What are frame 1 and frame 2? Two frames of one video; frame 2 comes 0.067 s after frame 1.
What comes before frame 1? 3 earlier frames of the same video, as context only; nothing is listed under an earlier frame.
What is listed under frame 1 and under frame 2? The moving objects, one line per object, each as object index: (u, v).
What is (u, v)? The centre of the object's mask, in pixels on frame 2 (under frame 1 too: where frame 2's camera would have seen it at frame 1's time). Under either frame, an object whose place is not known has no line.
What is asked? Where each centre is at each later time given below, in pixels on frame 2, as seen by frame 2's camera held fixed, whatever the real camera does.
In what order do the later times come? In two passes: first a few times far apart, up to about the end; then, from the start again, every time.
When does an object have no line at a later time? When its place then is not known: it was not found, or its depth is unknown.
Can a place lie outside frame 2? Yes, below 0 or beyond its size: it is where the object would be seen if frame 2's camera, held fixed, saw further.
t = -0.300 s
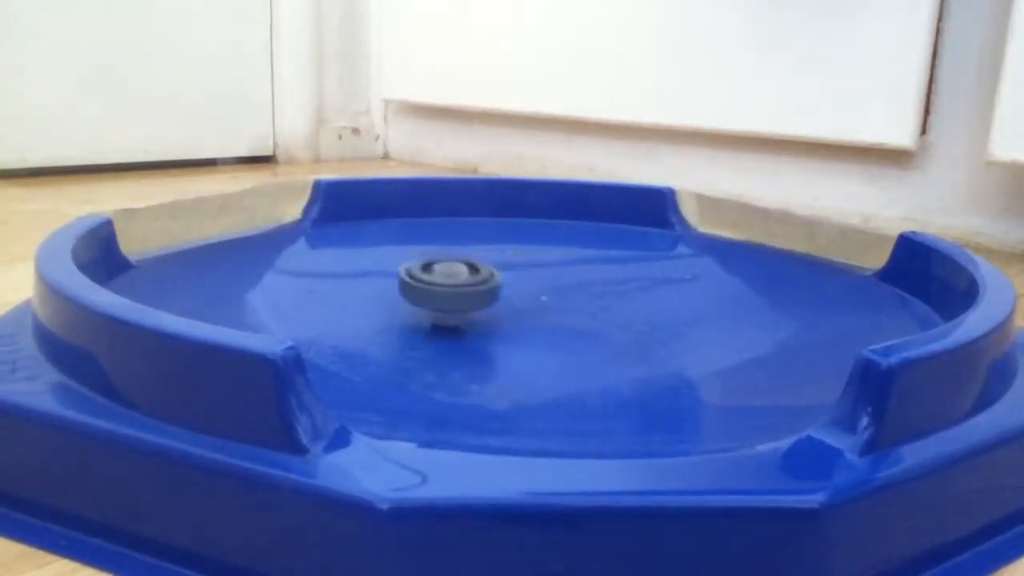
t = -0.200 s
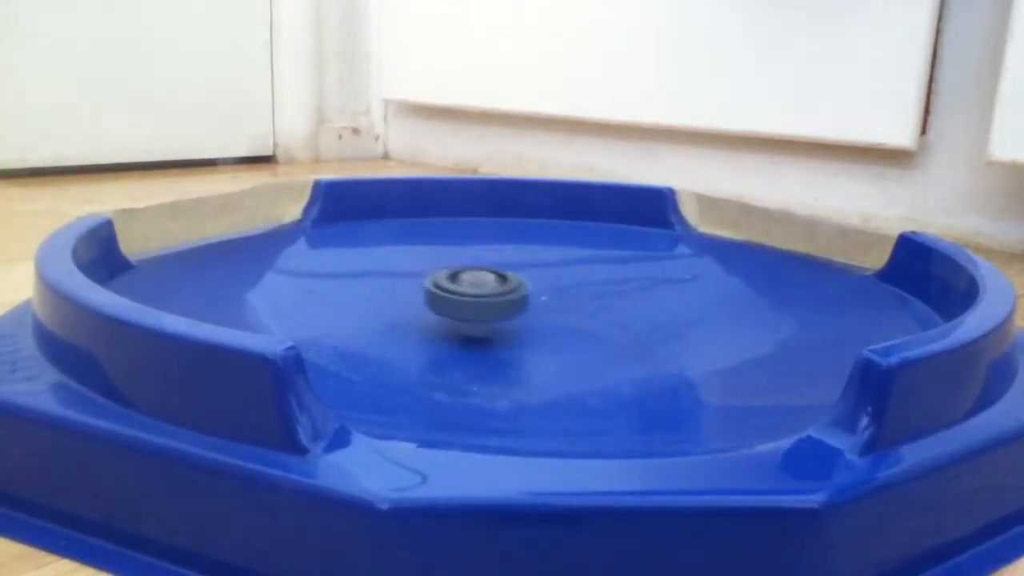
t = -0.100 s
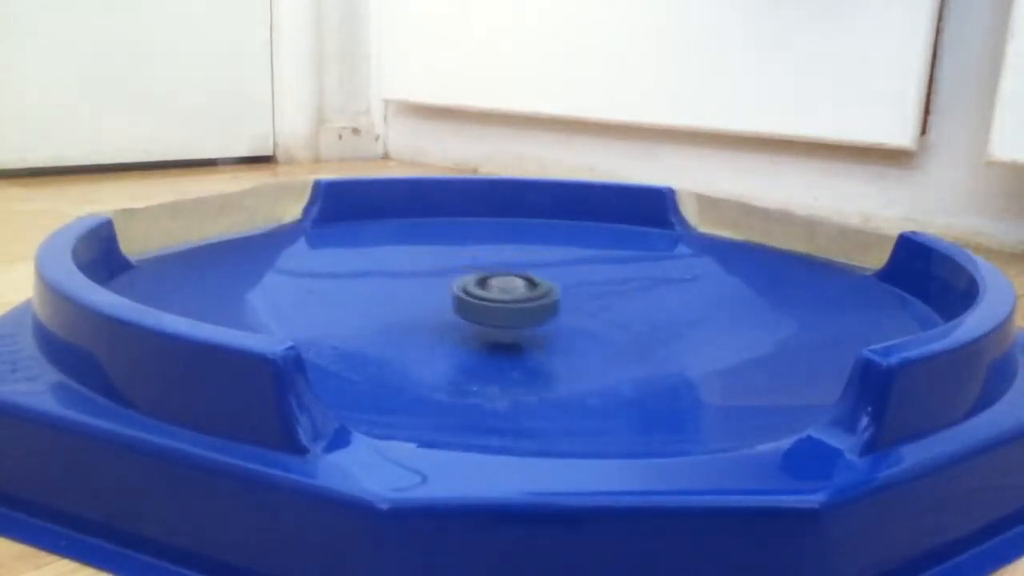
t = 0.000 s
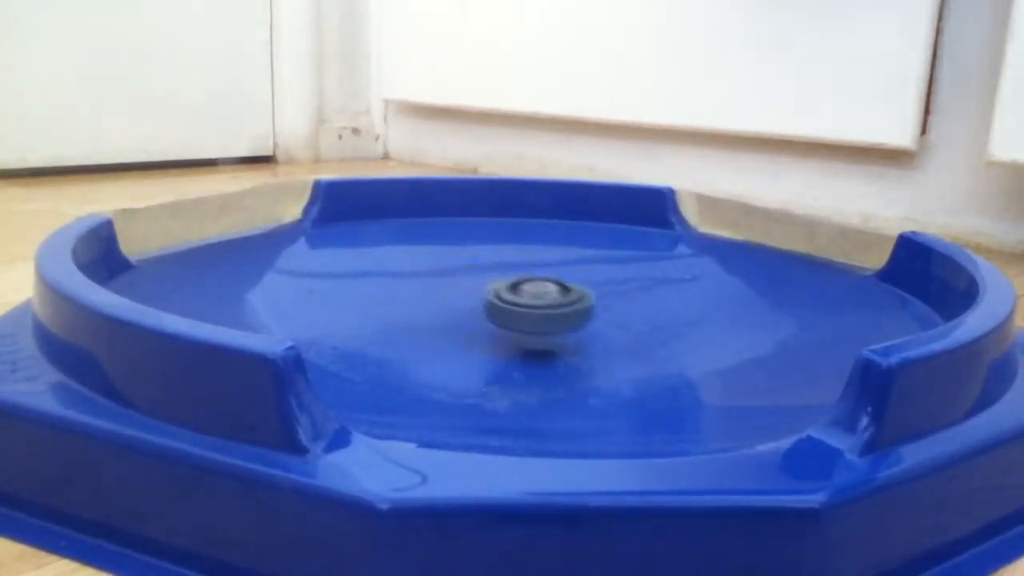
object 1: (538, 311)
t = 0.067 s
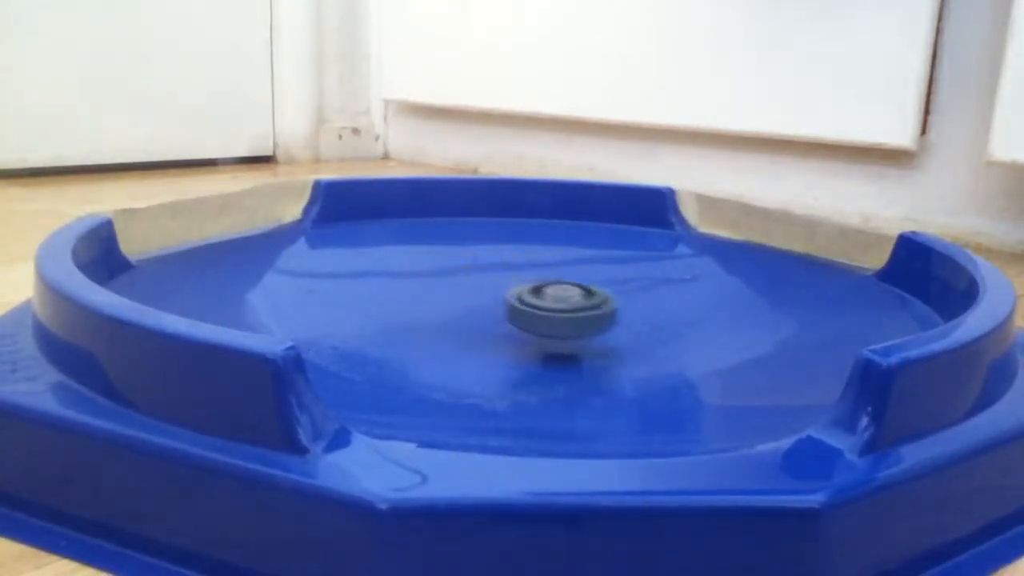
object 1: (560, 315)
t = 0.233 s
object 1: (621, 319)
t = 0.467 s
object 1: (659, 301)
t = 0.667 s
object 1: (593, 291)
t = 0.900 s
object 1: (537, 309)
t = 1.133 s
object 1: (495, 332)
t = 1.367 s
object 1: (523, 361)
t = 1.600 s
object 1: (633, 353)
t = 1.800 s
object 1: (586, 329)
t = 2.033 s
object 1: (493, 304)
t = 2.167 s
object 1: (442, 296)
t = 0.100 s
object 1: (573, 317)
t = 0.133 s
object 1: (585, 318)
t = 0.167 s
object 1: (598, 319)
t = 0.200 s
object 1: (610, 320)
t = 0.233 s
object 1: (621, 319)
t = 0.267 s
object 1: (630, 316)
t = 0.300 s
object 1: (642, 312)
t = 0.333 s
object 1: (652, 310)
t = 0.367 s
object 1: (659, 310)
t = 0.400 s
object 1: (662, 306)
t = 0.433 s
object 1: (662, 304)
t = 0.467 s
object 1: (659, 301)
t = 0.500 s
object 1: (653, 299)
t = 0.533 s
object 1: (643, 295)
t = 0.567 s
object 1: (631, 294)
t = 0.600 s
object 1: (619, 292)
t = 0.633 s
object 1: (605, 289)
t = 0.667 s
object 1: (593, 291)
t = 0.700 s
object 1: (582, 293)
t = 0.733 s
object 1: (573, 299)
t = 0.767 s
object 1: (566, 302)
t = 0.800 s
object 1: (557, 304)
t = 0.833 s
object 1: (551, 303)
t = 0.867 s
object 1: (543, 306)
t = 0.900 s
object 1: (537, 309)
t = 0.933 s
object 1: (531, 312)
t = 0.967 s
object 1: (524, 315)
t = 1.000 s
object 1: (518, 322)
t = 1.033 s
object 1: (512, 321)
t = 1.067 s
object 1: (505, 324)
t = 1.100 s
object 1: (500, 328)
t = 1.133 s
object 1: (495, 332)
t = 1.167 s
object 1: (491, 340)
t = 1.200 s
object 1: (489, 344)
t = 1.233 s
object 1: (489, 348)
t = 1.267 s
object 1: (493, 352)
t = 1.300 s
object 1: (499, 356)
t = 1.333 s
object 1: (511, 356)
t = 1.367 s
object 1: (523, 361)
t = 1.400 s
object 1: (540, 360)
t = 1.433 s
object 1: (560, 364)
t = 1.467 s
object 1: (580, 364)
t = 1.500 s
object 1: (599, 360)
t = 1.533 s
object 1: (615, 360)
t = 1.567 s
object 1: (626, 357)
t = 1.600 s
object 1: (633, 353)
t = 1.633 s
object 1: (633, 349)
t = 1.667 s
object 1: (630, 344)
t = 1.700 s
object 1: (624, 340)
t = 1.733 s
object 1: (614, 337)
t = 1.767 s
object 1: (600, 331)
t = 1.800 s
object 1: (586, 329)
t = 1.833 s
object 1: (572, 324)
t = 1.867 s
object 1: (558, 317)
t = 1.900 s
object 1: (545, 315)
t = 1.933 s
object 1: (532, 316)
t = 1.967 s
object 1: (518, 309)
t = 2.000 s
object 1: (505, 307)
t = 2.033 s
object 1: (493, 304)
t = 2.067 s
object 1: (480, 302)
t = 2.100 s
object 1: (466, 300)
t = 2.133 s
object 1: (455, 298)
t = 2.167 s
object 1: (442, 296)
